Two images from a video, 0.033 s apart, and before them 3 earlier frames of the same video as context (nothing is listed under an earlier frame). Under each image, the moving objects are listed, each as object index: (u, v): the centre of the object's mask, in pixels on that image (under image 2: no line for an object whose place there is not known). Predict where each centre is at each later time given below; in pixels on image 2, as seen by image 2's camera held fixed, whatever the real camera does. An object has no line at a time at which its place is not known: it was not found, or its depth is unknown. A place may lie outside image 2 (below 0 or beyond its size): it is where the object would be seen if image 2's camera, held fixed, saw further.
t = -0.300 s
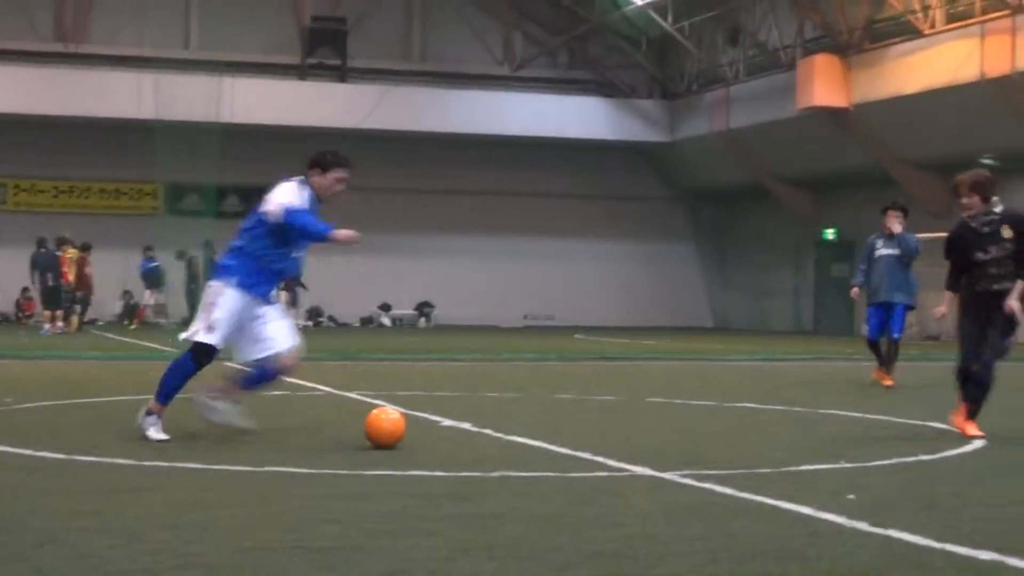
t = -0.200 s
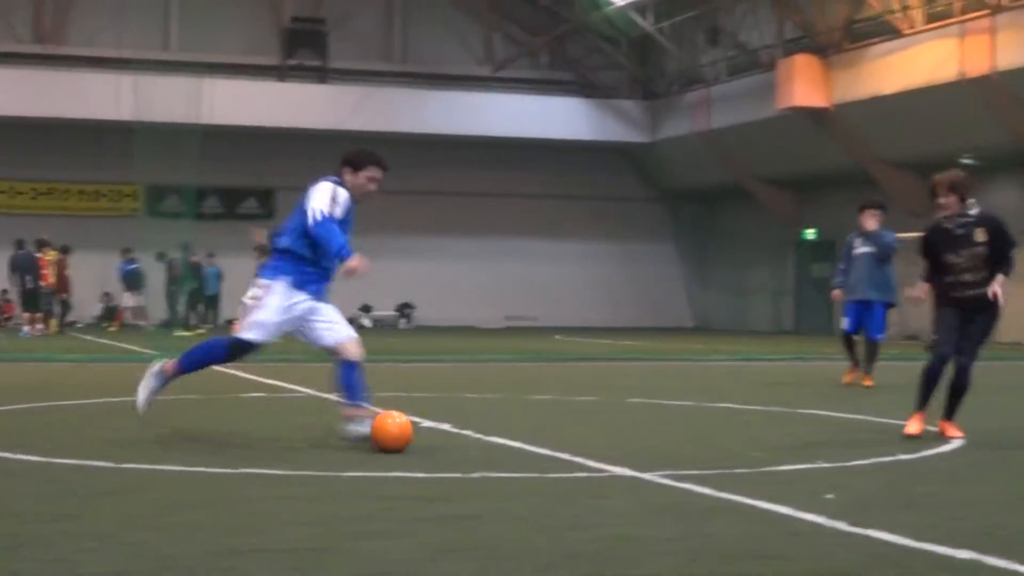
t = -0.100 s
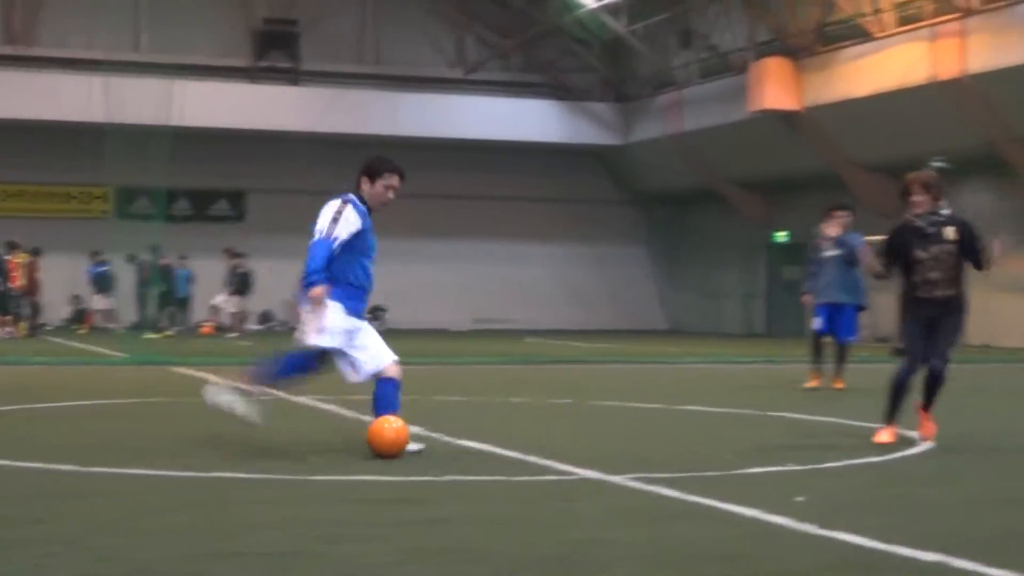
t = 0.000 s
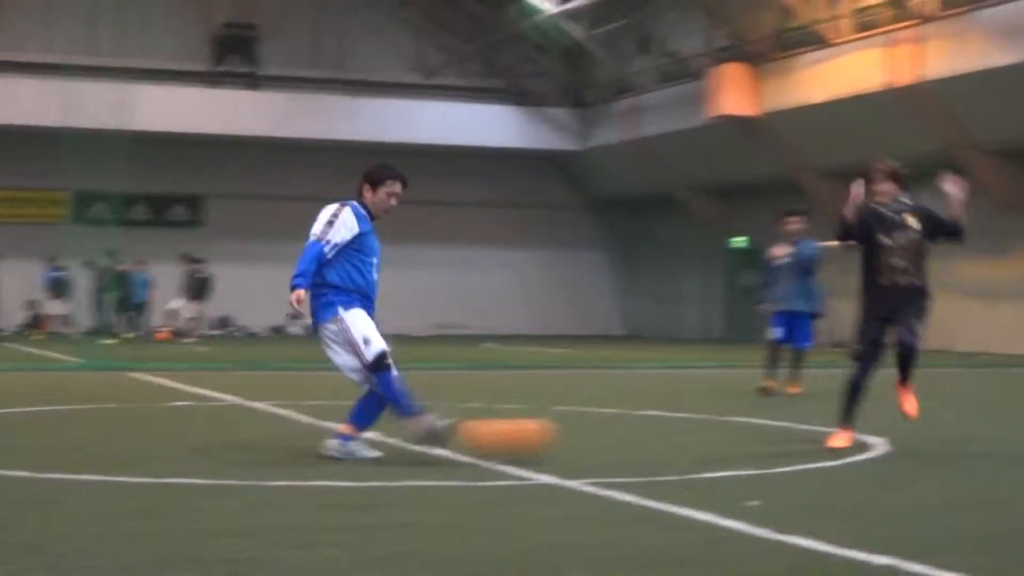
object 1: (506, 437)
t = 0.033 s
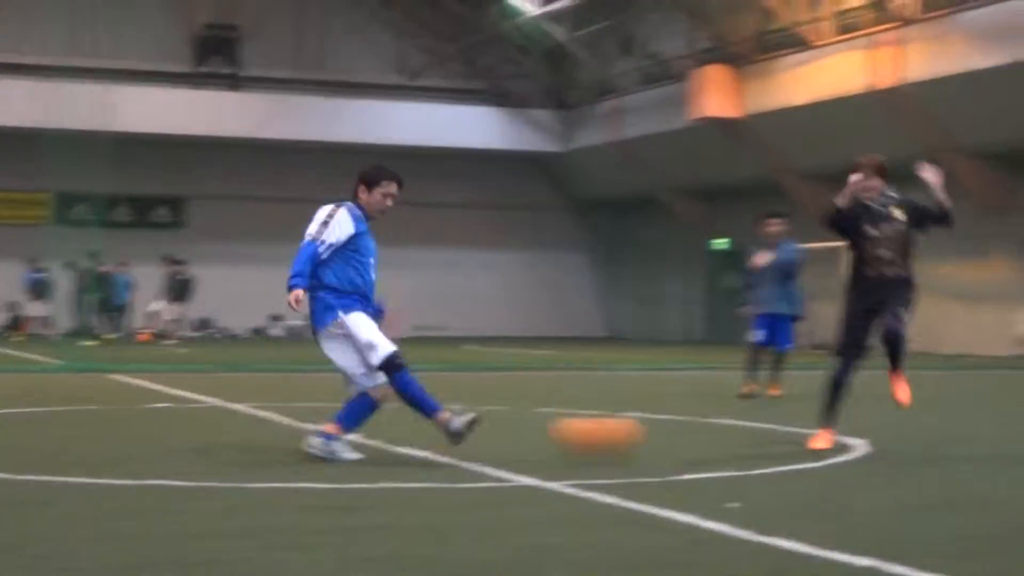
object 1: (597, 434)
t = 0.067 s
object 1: (693, 435)
